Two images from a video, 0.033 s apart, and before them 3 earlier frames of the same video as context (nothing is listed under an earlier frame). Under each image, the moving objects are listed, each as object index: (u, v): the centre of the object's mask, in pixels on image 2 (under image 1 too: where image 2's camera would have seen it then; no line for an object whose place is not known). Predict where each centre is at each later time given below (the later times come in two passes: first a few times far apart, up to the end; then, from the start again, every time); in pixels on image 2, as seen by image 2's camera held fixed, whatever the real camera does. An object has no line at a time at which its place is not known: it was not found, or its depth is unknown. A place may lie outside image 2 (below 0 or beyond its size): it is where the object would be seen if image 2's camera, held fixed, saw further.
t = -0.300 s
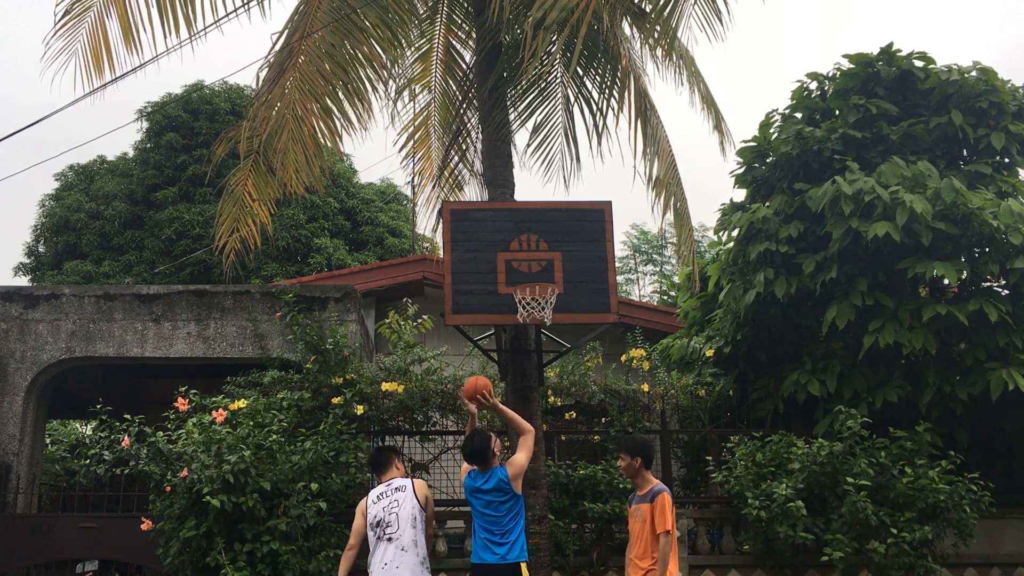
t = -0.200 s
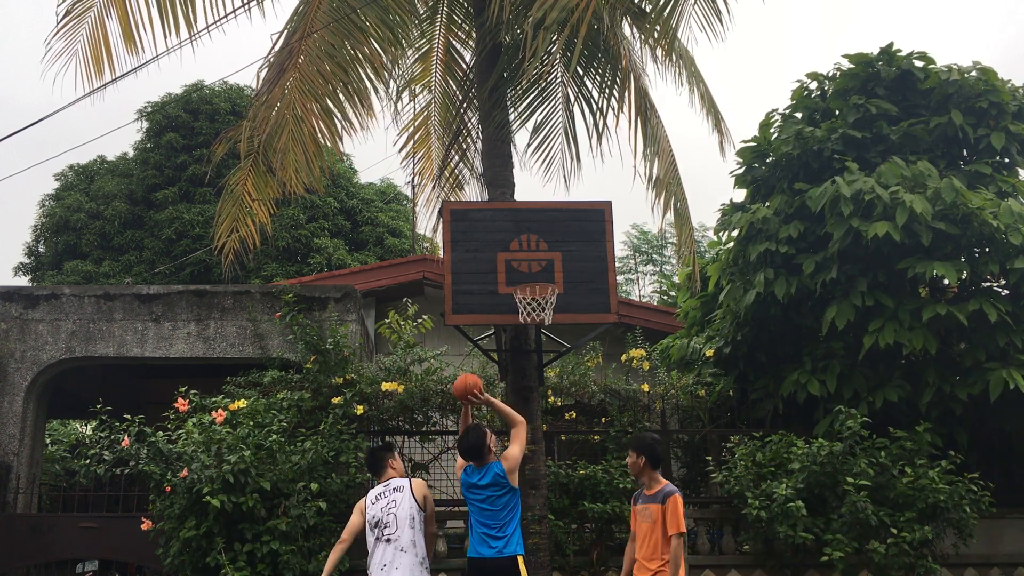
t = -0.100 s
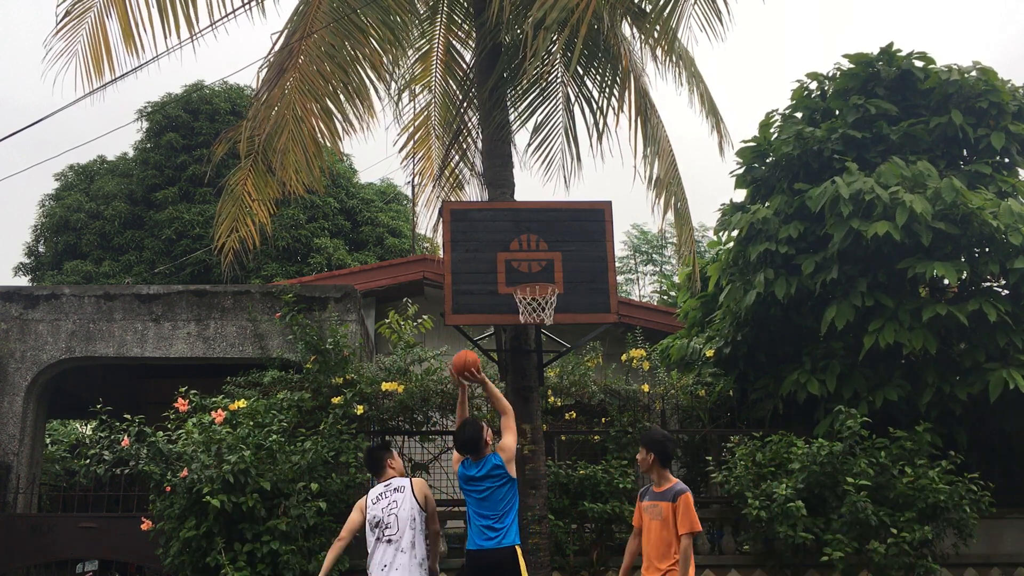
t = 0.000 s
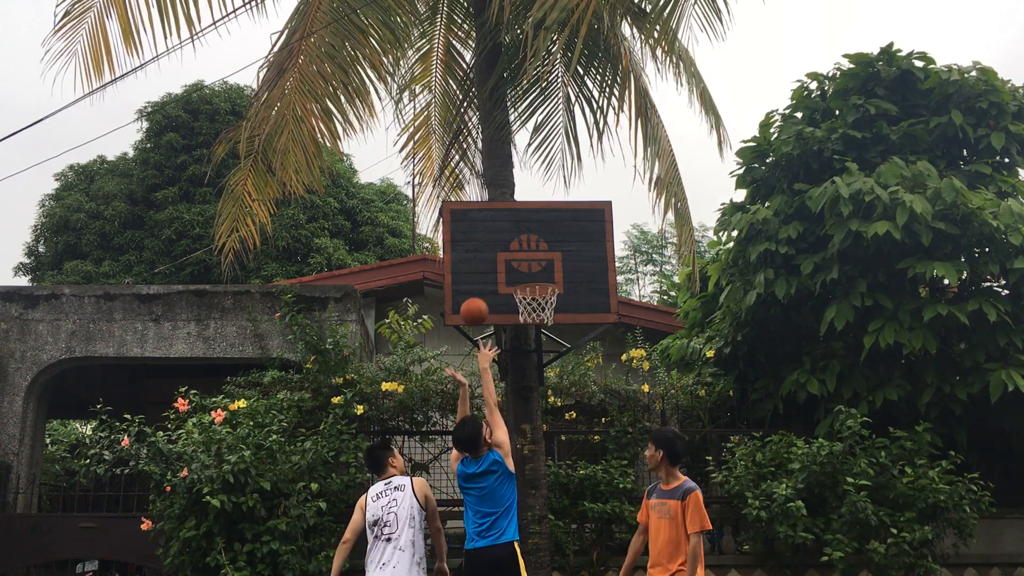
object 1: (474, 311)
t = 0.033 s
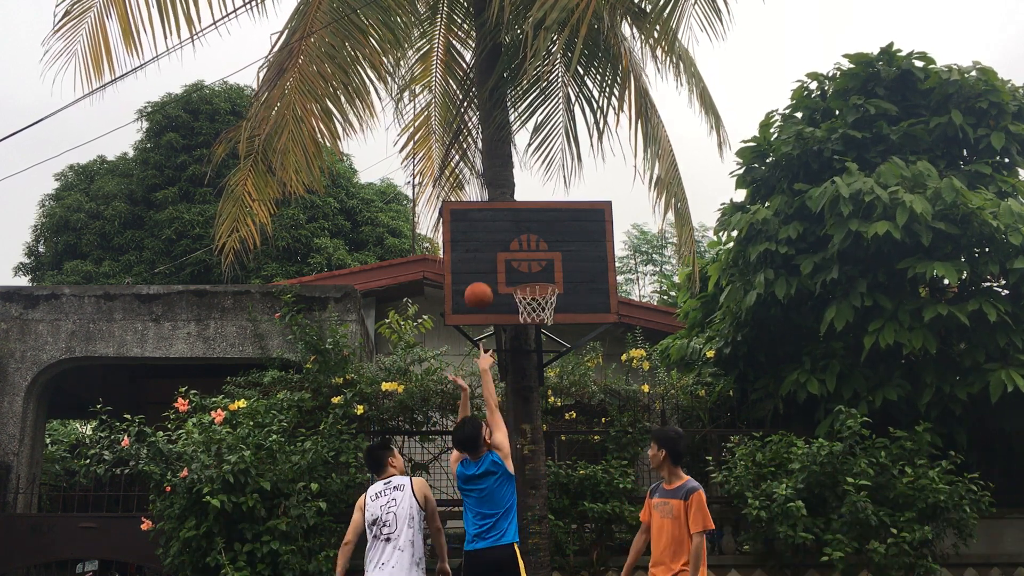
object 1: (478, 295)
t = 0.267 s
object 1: (506, 237)
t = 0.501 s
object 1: (535, 243)
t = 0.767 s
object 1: (578, 284)
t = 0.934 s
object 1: (612, 339)
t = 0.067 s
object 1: (483, 282)
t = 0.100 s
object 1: (487, 270)
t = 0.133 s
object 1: (491, 260)
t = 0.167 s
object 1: (495, 252)
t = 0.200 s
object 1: (499, 245)
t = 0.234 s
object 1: (503, 240)
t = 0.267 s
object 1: (506, 237)
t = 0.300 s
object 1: (510, 235)
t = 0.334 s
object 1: (514, 235)
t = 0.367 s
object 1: (517, 235)
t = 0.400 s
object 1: (522, 234)
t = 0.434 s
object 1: (526, 235)
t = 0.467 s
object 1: (530, 239)
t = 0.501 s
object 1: (535, 243)
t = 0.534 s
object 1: (540, 250)
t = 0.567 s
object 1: (545, 257)
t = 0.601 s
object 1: (550, 267)
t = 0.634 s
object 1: (554, 273)
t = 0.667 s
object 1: (560, 273)
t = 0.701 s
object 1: (566, 275)
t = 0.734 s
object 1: (572, 279)
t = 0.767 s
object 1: (578, 284)
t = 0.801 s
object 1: (584, 291)
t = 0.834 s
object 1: (591, 300)
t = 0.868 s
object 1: (598, 310)
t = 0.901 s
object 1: (605, 323)
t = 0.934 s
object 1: (612, 339)
